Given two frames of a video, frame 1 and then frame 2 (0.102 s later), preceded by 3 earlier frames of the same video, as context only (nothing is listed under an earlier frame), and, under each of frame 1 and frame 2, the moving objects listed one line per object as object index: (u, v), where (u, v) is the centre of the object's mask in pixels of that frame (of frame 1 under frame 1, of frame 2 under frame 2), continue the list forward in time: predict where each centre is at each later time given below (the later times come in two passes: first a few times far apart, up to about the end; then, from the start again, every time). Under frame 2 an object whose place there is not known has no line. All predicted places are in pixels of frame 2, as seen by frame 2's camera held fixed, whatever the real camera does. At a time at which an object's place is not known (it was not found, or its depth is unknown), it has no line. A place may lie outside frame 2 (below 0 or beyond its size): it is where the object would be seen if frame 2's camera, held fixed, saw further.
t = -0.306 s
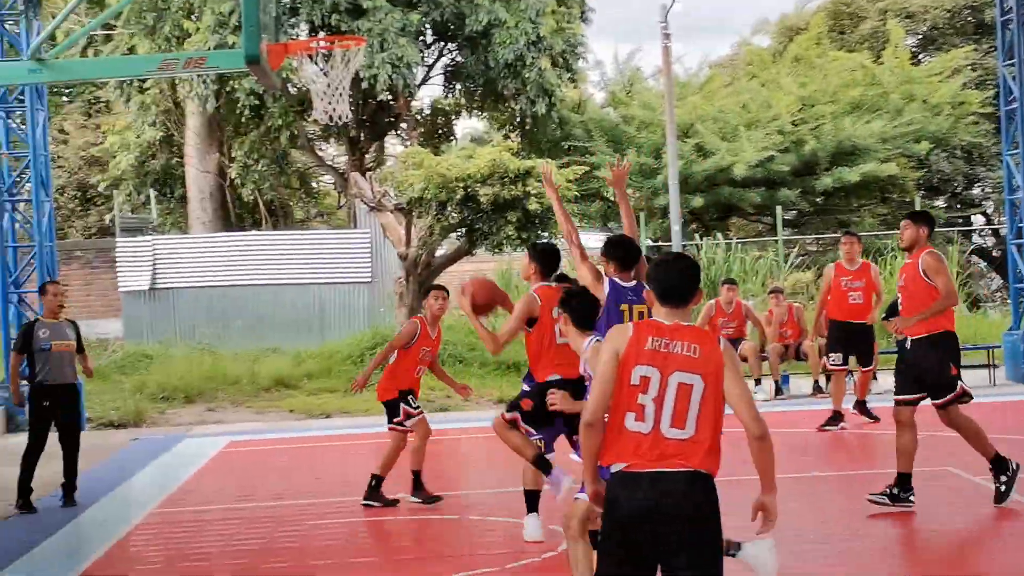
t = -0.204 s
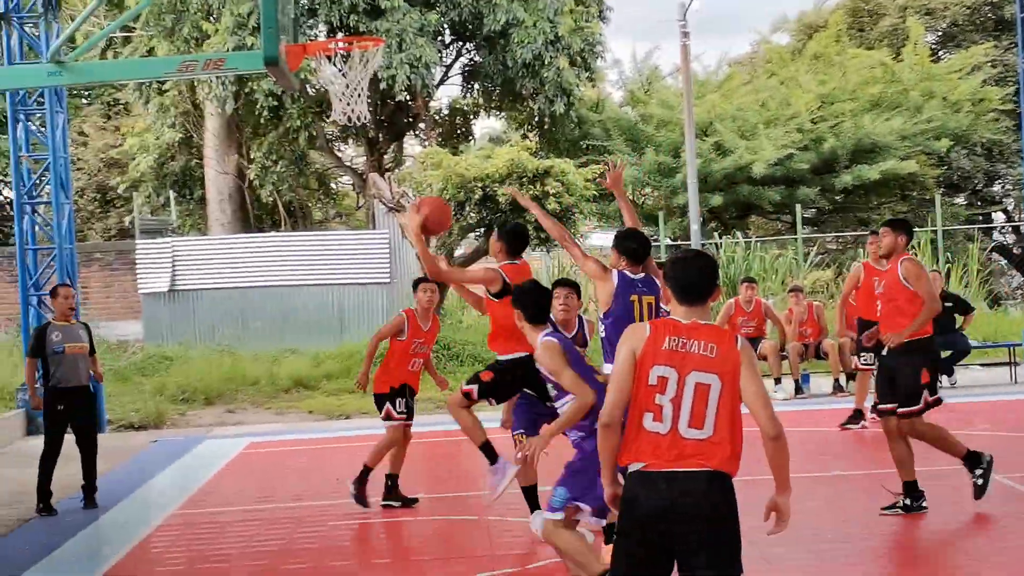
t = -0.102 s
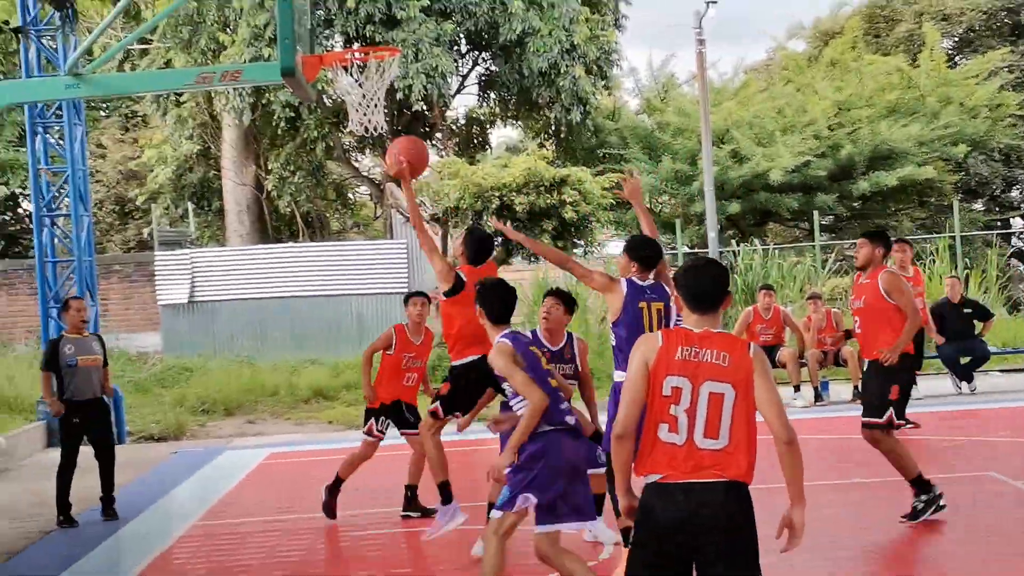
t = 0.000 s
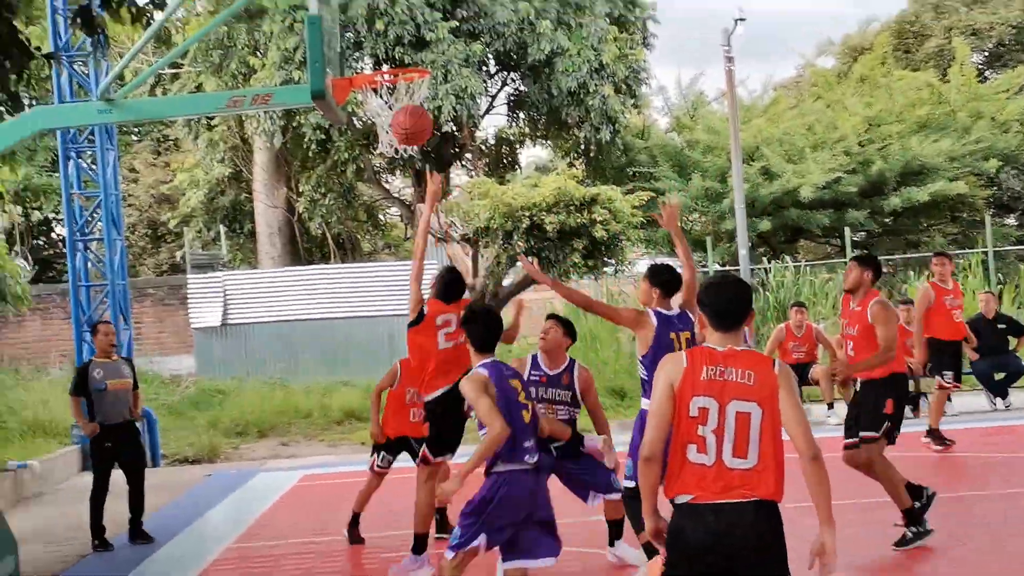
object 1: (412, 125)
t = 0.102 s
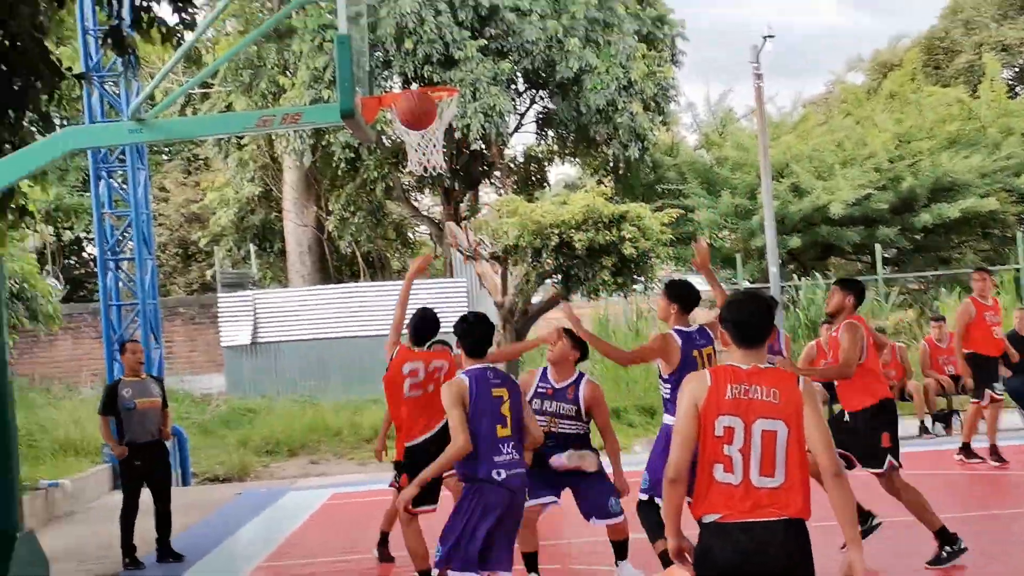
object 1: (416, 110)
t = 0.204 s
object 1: (394, 95)
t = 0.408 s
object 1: (382, 106)
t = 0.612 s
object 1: (404, 172)
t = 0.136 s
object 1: (408, 104)
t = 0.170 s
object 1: (402, 98)
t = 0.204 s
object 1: (394, 95)
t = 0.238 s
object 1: (388, 94)
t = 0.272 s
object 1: (381, 95)
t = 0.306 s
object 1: (376, 99)
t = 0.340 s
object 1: (376, 99)
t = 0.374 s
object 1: (379, 102)
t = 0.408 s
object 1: (382, 106)
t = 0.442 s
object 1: (386, 112)
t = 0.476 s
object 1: (390, 120)
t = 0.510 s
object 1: (393, 131)
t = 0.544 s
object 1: (397, 143)
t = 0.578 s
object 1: (401, 156)
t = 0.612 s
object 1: (404, 172)
